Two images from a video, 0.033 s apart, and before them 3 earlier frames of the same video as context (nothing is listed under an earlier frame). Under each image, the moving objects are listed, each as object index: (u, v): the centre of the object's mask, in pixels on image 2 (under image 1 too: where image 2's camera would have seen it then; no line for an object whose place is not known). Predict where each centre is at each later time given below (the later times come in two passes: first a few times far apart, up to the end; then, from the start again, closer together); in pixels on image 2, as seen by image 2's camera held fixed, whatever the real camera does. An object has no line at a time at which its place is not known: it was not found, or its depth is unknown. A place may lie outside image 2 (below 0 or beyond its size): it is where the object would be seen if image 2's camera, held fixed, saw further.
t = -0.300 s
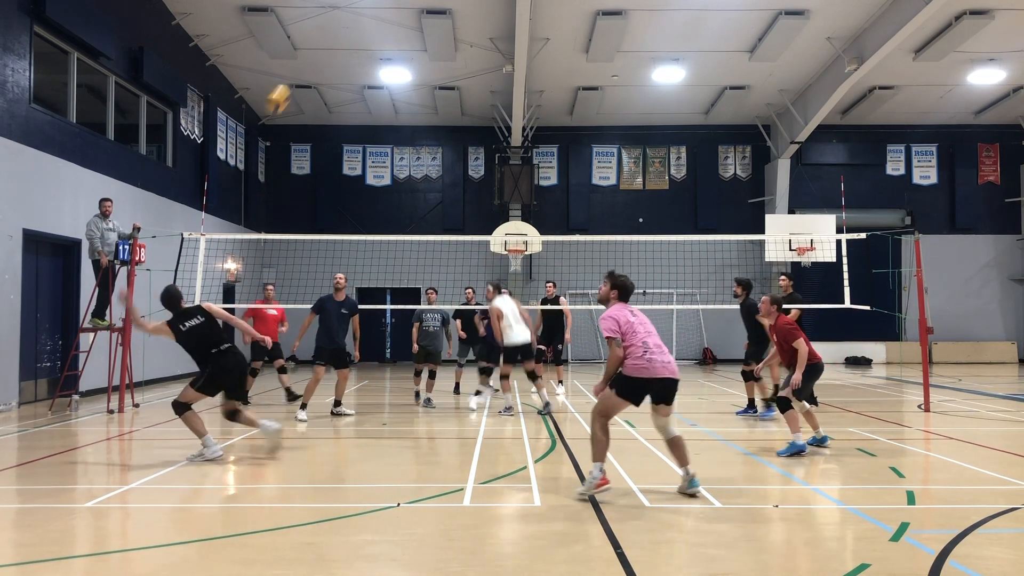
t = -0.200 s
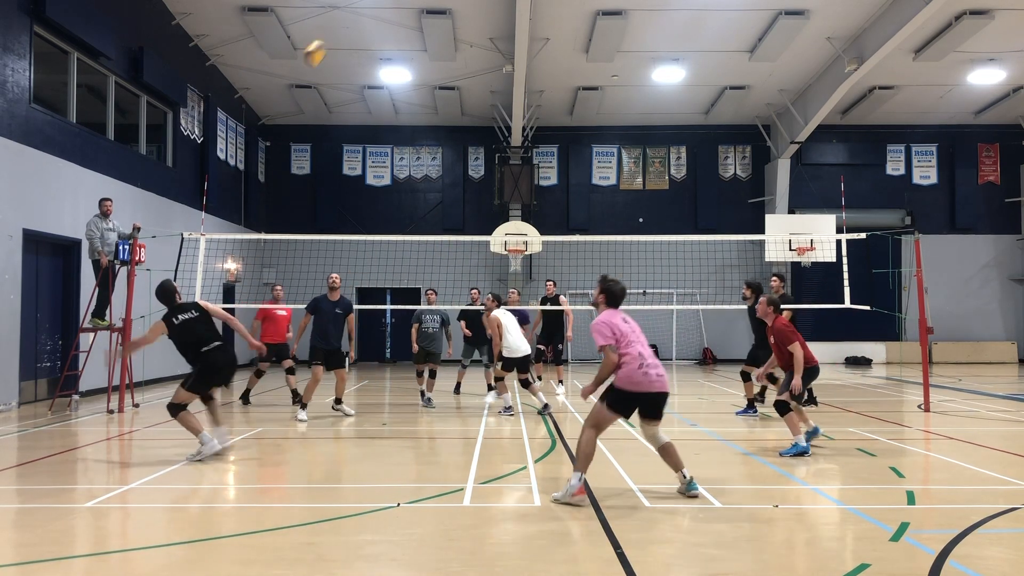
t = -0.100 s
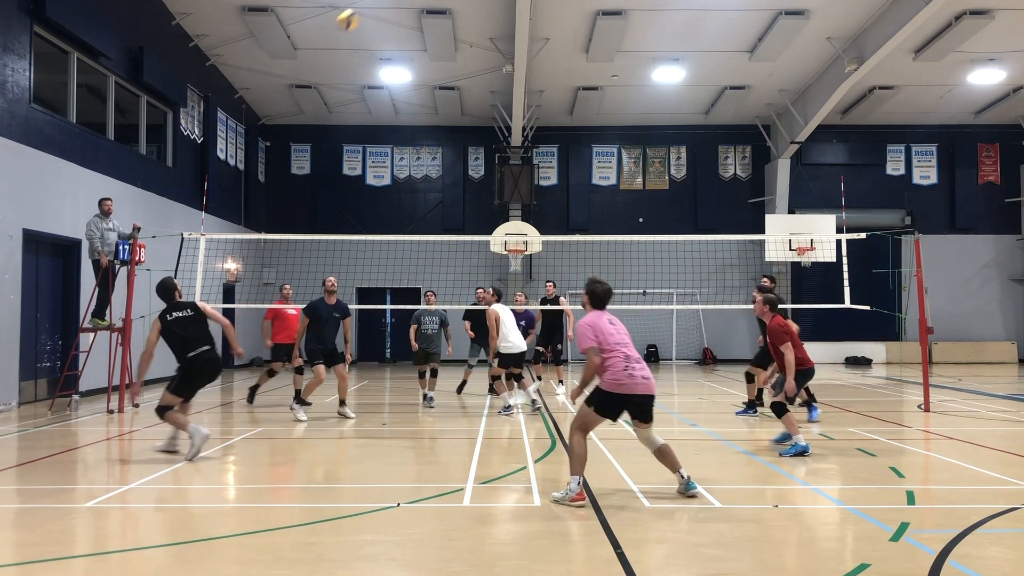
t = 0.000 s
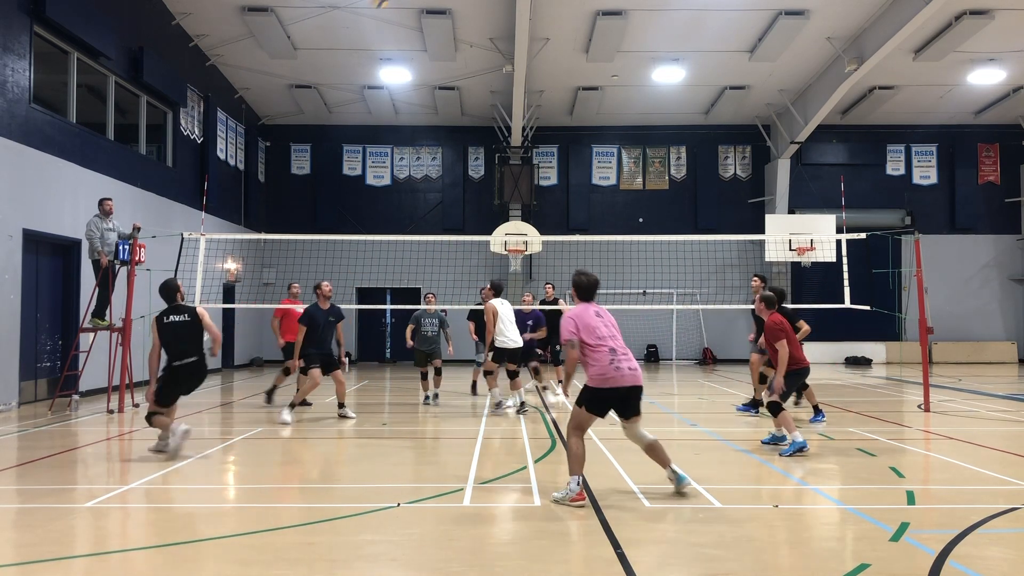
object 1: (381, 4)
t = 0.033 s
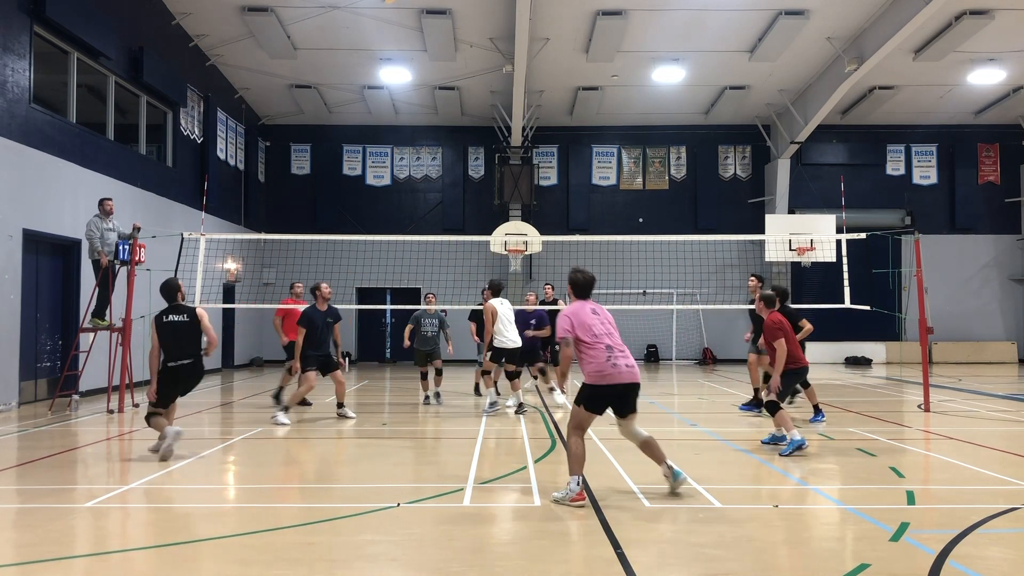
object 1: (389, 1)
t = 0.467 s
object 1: (497, 10)
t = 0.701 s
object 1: (541, 71)
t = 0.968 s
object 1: (582, 172)
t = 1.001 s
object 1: (587, 187)
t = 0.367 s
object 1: (476, 2)
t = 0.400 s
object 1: (484, 4)
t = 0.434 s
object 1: (490, 6)
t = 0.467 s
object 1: (497, 10)
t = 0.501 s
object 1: (504, 17)
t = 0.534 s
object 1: (510, 24)
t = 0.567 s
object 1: (516, 32)
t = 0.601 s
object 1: (523, 41)
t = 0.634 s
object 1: (530, 50)
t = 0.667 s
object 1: (536, 60)
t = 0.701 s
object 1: (541, 71)
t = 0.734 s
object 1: (546, 81)
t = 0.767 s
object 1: (552, 93)
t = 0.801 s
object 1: (558, 105)
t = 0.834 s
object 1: (563, 117)
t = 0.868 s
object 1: (568, 131)
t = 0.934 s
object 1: (577, 157)
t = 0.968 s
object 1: (582, 172)
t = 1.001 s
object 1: (587, 187)
